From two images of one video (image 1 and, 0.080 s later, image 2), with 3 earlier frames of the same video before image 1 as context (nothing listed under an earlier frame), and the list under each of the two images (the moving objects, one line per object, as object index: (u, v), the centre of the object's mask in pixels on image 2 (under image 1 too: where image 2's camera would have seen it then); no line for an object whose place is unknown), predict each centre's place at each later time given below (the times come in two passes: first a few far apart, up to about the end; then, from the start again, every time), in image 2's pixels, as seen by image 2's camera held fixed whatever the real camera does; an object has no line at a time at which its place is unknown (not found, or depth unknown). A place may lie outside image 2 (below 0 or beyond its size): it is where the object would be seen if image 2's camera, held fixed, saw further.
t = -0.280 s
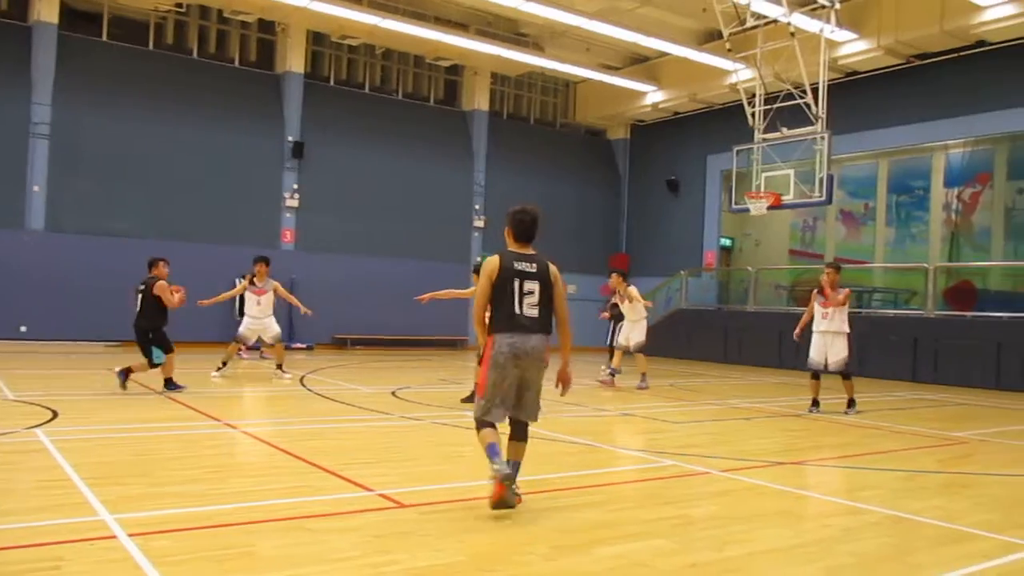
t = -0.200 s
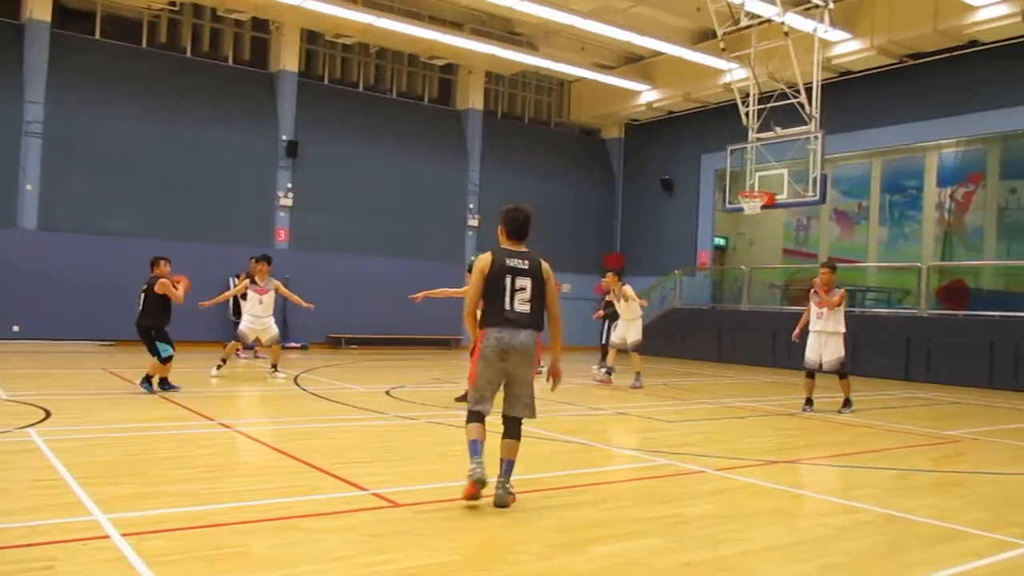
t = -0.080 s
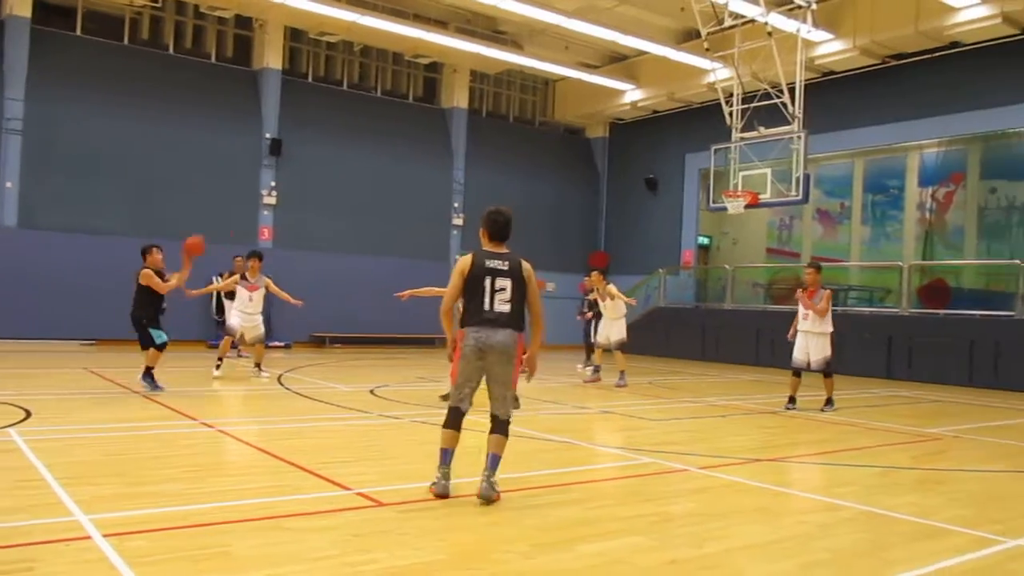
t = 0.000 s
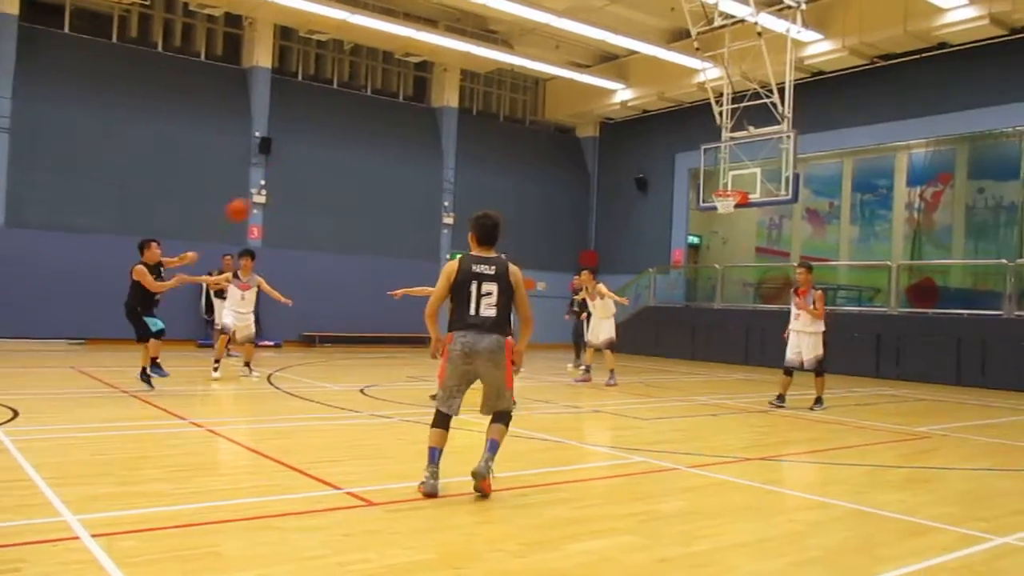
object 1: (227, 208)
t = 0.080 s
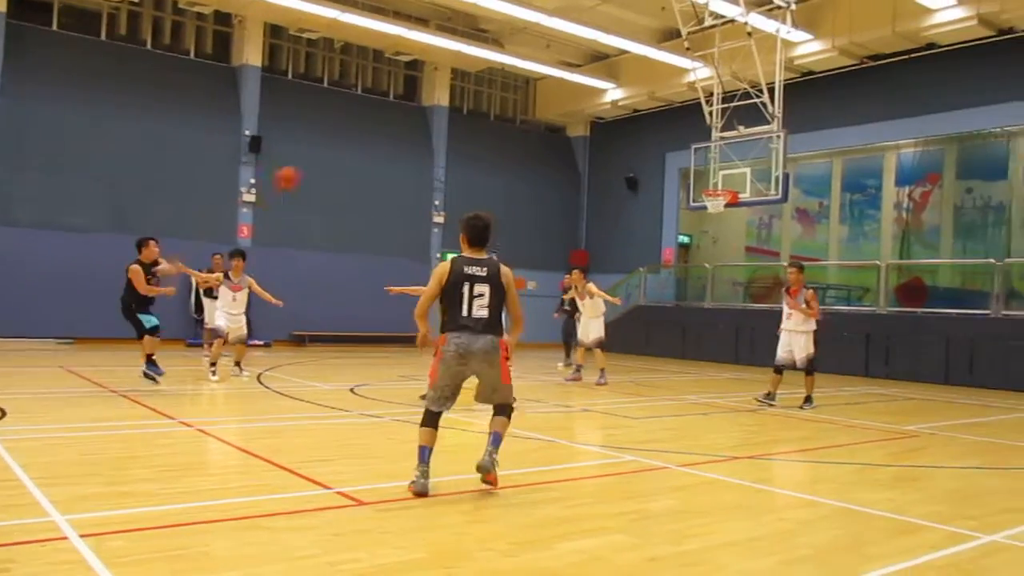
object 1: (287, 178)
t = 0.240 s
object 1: (407, 131)
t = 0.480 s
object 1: (601, 101)
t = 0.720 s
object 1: (811, 117)
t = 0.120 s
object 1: (316, 165)
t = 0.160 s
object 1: (347, 152)
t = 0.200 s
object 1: (376, 141)
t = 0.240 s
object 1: (407, 131)
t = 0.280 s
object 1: (439, 122)
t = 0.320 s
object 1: (470, 115)
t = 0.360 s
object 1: (503, 108)
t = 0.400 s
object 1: (535, 105)
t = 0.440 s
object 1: (568, 101)
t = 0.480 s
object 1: (601, 101)
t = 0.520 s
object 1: (636, 99)
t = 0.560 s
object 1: (669, 99)
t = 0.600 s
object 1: (703, 102)
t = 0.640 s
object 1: (739, 105)
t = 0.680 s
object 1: (775, 111)
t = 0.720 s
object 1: (811, 117)
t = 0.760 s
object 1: (846, 125)
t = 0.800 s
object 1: (884, 137)
